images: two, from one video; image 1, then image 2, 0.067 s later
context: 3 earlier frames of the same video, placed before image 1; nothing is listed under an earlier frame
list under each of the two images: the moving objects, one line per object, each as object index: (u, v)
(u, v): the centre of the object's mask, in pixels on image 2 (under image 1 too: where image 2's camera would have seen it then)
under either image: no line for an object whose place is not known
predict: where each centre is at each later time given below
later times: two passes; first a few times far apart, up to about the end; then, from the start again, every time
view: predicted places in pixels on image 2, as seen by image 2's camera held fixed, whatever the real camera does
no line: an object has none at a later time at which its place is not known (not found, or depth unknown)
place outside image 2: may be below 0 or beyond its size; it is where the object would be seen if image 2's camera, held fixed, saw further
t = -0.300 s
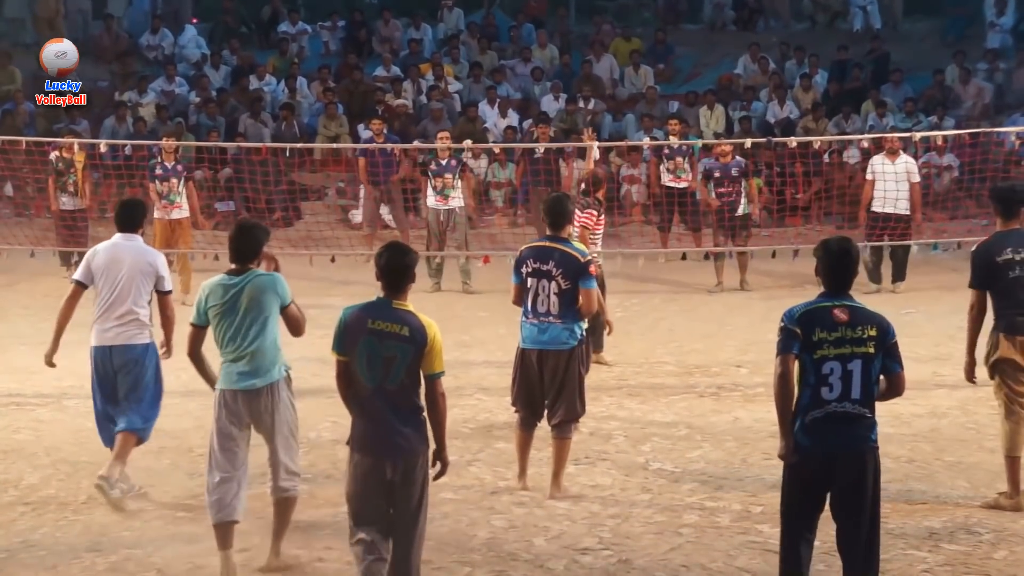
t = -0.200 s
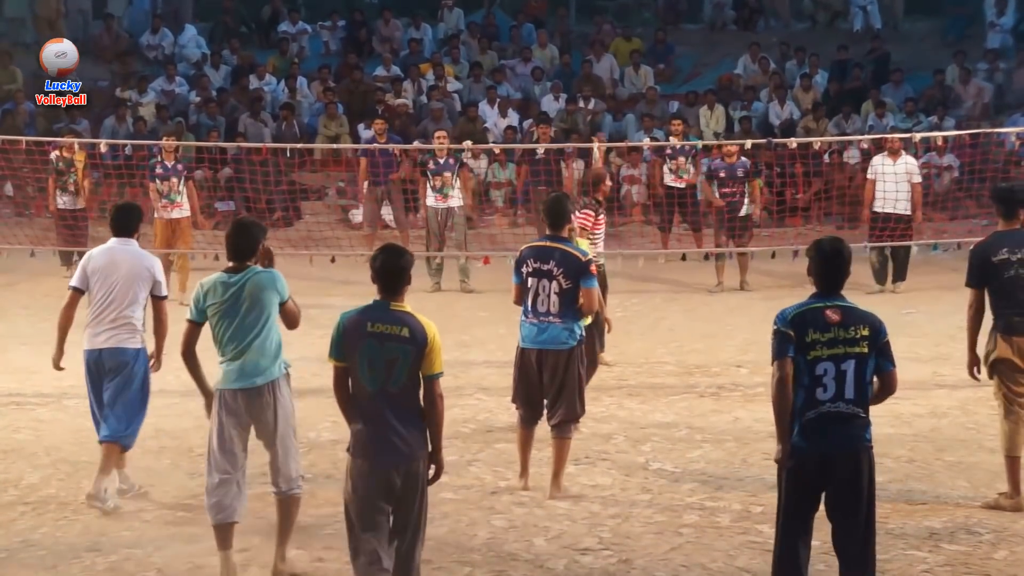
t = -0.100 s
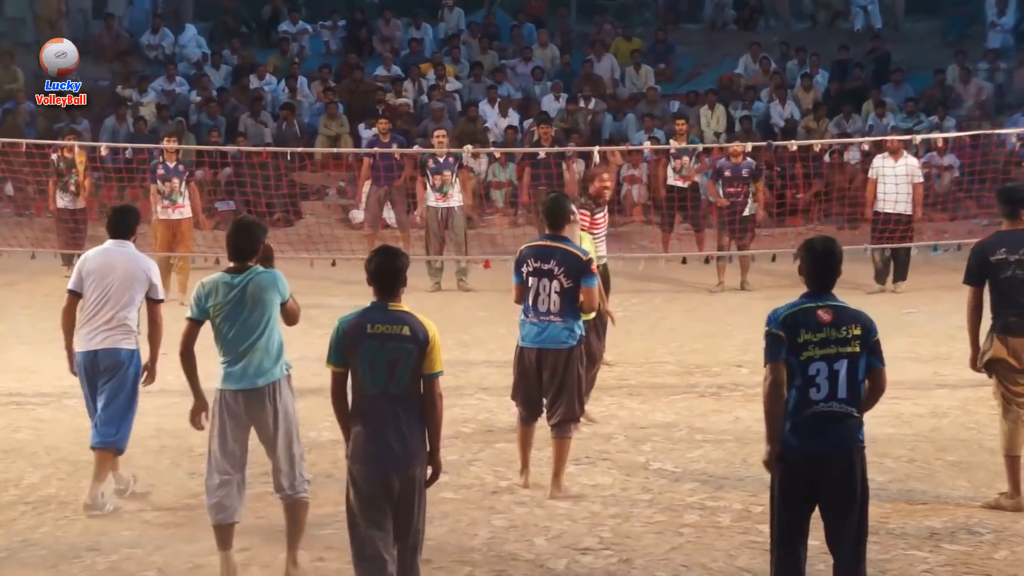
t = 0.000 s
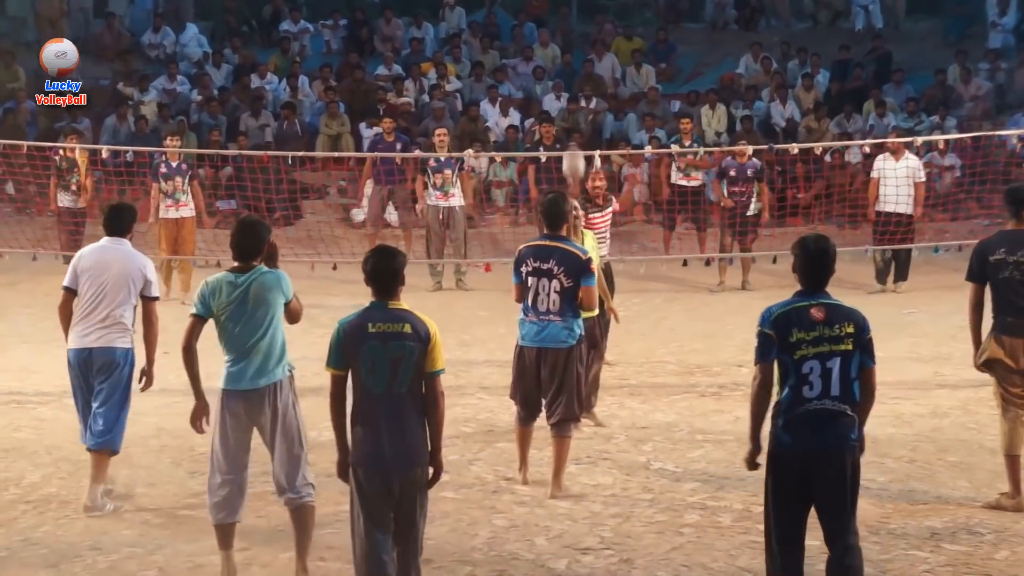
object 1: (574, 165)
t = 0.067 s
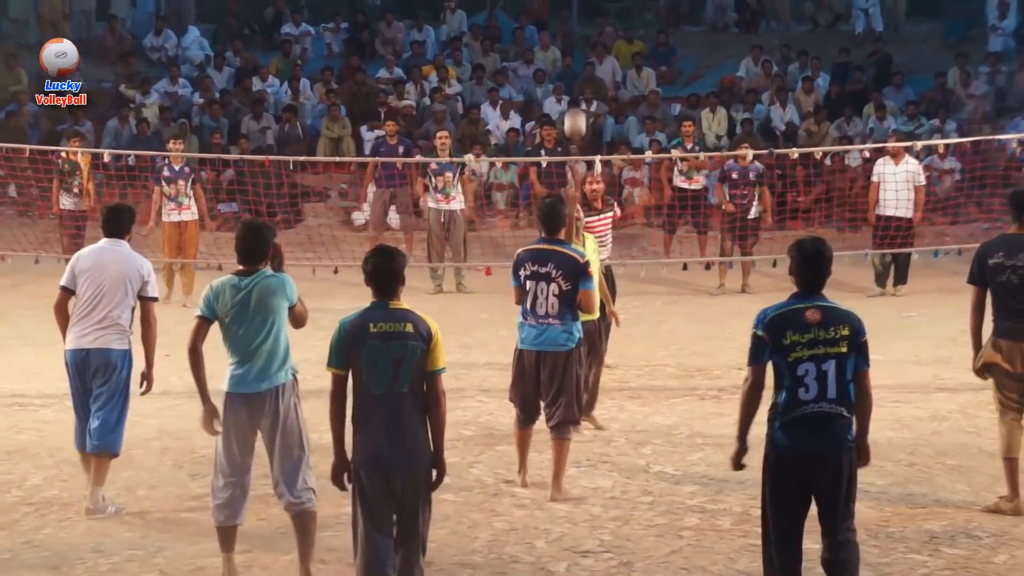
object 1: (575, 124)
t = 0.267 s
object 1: (577, 30)
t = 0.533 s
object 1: (581, -3)
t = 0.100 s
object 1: (575, 104)
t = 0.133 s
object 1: (575, 86)
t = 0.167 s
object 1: (575, 71)
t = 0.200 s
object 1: (576, 57)
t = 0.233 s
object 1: (577, 43)
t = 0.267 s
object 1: (577, 30)
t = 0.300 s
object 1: (577, 20)
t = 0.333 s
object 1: (578, 12)
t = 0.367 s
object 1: (578, 5)
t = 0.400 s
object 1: (579, 0)
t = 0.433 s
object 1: (580, -3)
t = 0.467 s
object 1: (580, -5)
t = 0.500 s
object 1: (581, -5)
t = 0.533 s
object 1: (581, -3)
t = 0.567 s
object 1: (582, 1)
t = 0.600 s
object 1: (583, 6)
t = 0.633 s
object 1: (583, 14)
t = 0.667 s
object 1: (584, 23)
